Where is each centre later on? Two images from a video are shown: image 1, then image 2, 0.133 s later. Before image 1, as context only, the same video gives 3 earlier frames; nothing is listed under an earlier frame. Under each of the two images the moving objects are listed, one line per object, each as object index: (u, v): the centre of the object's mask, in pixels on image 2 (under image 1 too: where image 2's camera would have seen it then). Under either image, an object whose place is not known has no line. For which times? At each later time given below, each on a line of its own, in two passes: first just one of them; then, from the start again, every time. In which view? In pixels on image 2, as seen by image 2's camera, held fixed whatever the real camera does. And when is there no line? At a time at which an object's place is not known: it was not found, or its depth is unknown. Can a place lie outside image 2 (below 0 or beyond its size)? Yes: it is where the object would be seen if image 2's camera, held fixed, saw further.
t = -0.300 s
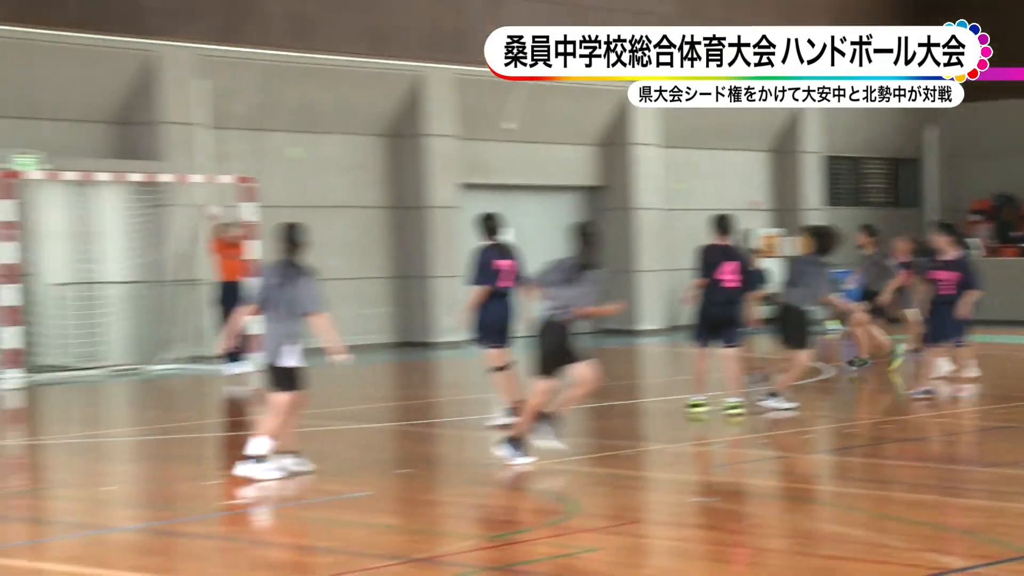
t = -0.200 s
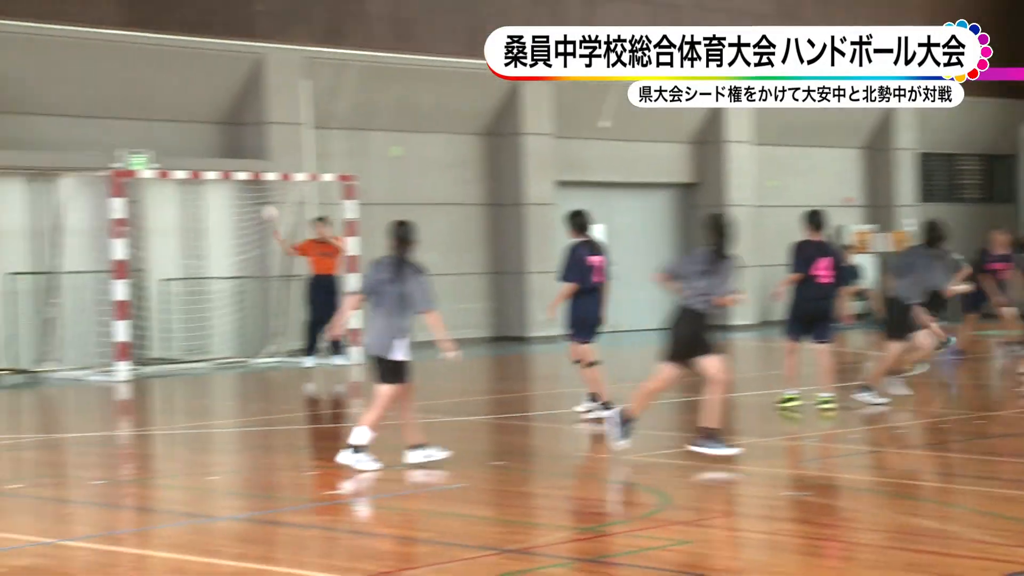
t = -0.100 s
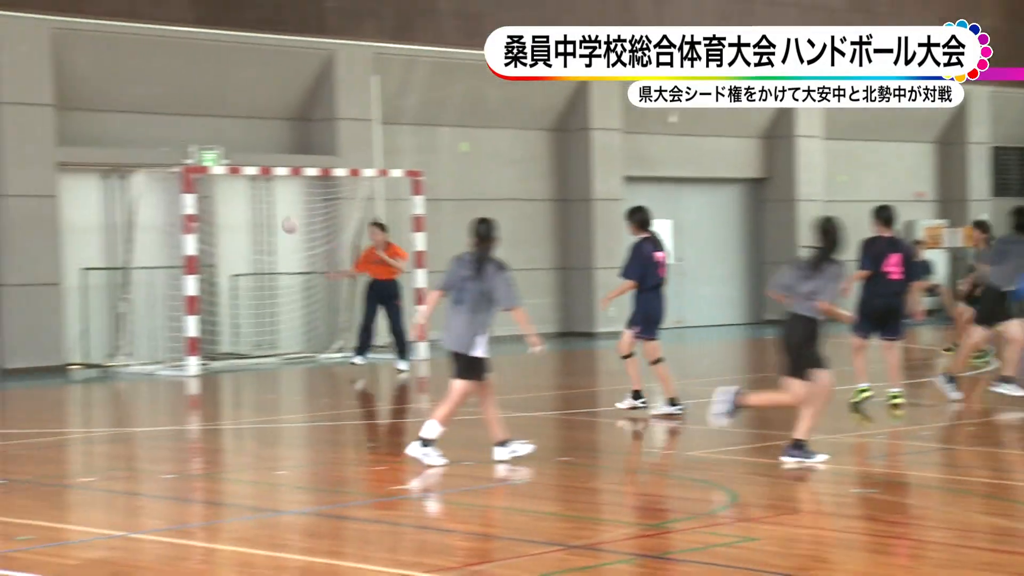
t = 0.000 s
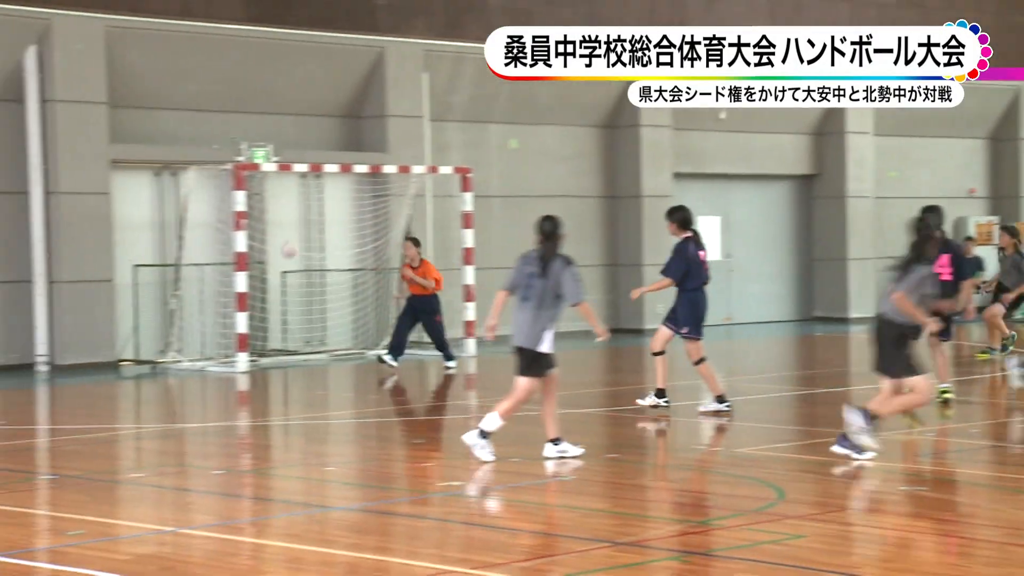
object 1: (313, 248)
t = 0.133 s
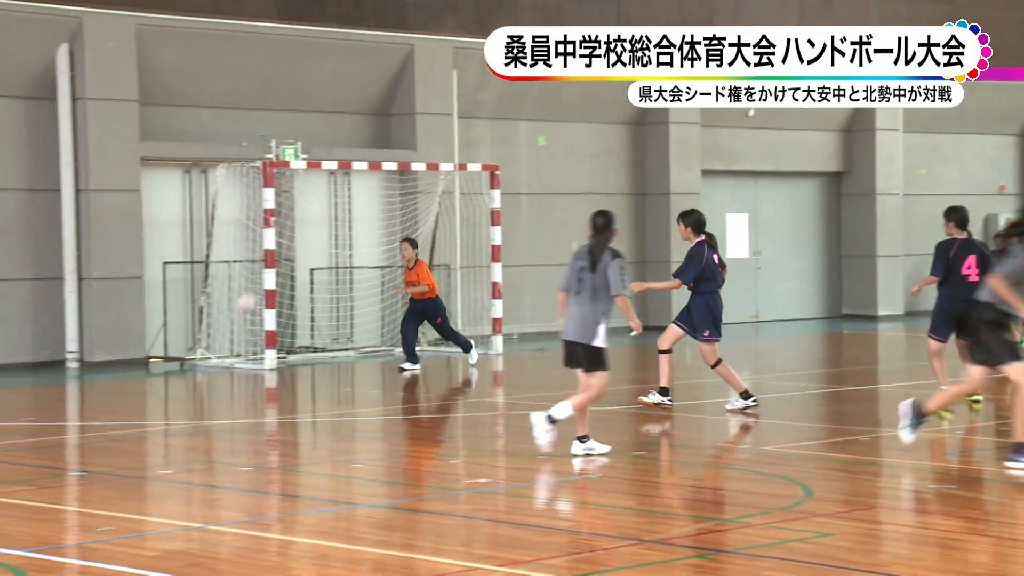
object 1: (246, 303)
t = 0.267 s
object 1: (167, 386)
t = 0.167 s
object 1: (227, 321)
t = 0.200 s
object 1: (207, 342)
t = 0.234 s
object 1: (188, 361)
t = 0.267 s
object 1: (167, 386)
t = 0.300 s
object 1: (158, 377)
